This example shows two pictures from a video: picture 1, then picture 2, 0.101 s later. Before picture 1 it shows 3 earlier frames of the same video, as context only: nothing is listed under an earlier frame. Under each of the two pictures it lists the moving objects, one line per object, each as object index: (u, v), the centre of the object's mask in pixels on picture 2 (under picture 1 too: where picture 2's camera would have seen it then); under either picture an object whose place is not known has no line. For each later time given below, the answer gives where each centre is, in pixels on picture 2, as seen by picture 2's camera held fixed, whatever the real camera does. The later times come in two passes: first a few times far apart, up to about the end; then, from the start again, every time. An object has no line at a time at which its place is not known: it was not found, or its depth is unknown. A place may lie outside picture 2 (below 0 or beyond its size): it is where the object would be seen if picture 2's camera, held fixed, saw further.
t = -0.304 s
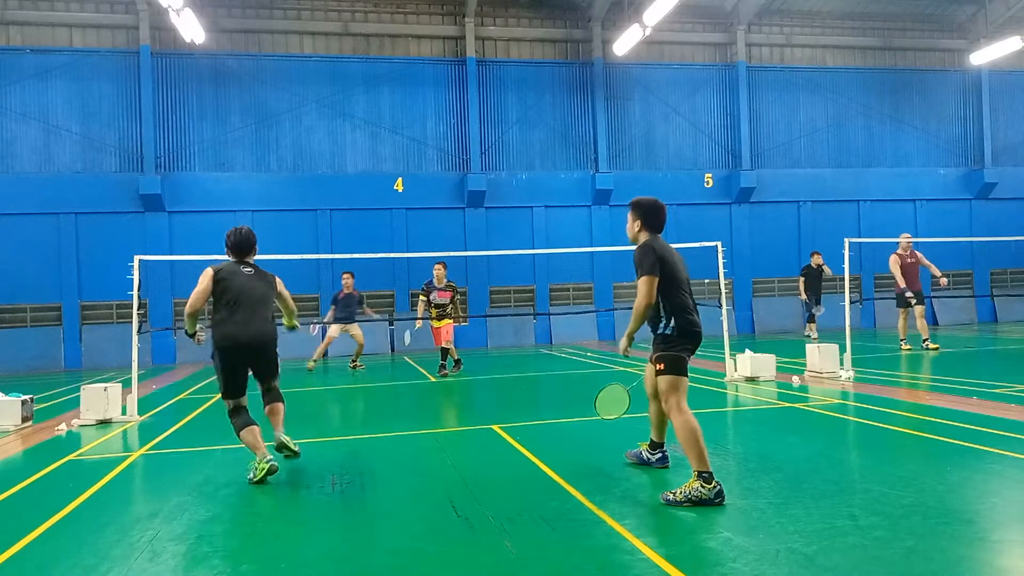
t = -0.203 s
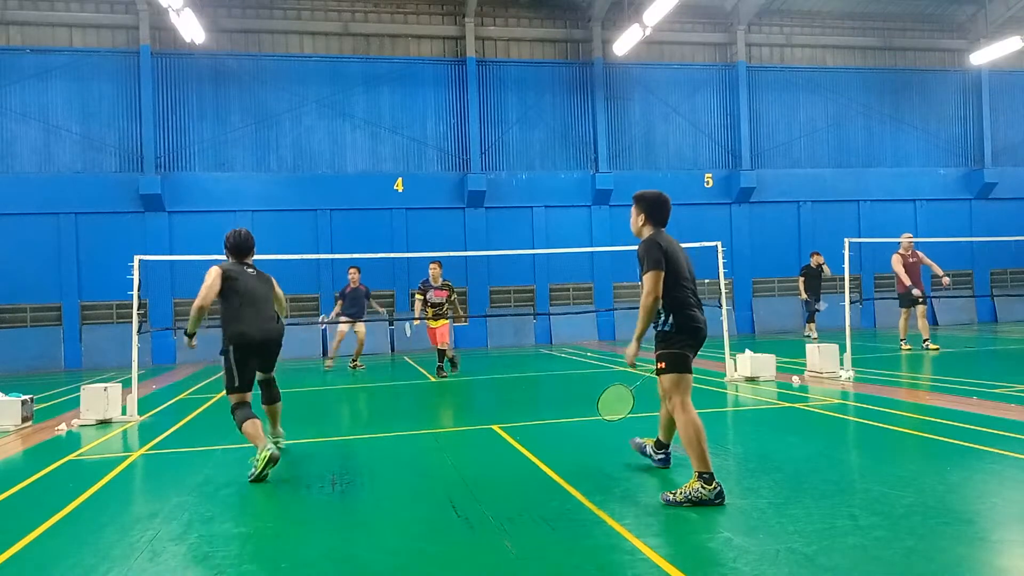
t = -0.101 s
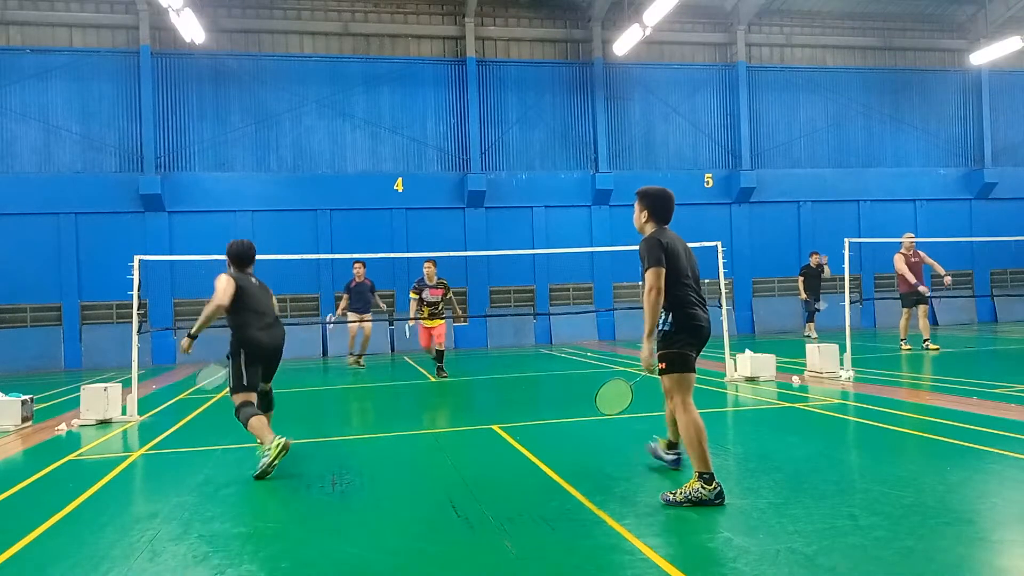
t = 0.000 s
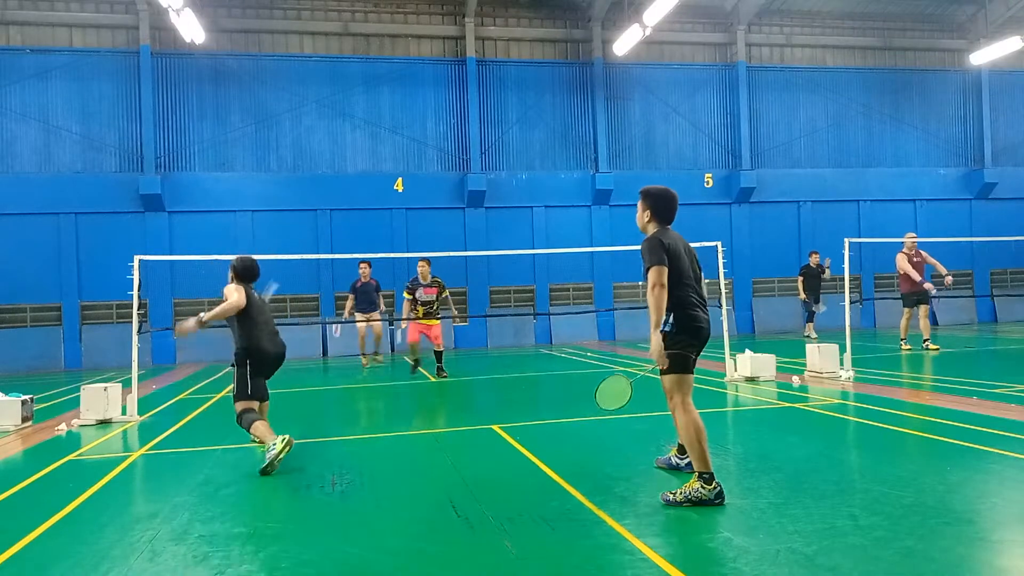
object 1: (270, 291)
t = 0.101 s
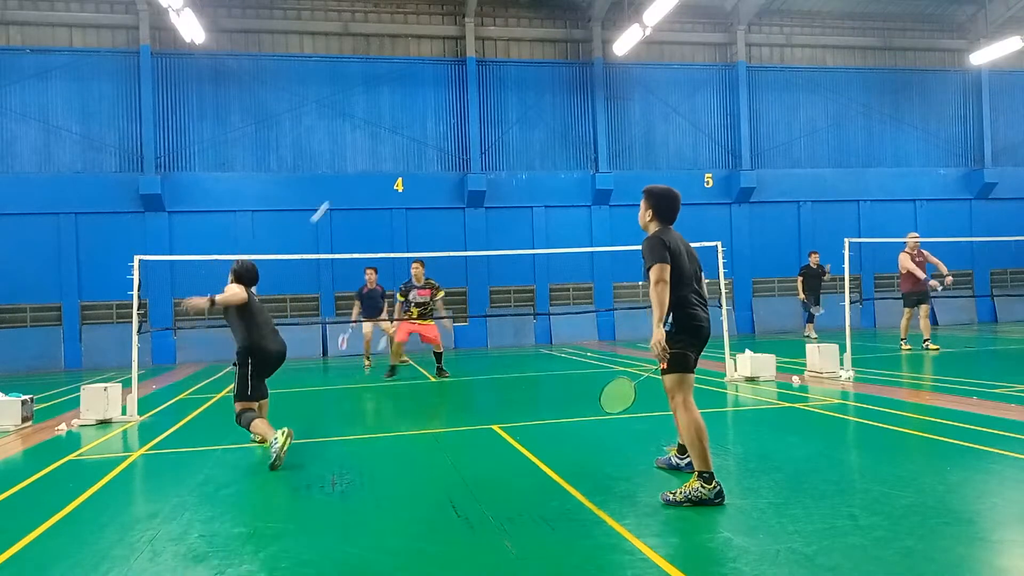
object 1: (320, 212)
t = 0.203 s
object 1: (356, 167)
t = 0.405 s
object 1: (405, 129)
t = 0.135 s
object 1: (334, 195)
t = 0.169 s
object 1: (346, 180)
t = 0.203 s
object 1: (356, 167)
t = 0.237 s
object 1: (366, 156)
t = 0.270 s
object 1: (375, 147)
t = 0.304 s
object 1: (383, 141)
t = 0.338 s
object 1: (391, 135)
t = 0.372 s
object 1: (398, 132)
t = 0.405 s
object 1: (405, 129)
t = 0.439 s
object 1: (411, 127)
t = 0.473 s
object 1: (417, 126)
